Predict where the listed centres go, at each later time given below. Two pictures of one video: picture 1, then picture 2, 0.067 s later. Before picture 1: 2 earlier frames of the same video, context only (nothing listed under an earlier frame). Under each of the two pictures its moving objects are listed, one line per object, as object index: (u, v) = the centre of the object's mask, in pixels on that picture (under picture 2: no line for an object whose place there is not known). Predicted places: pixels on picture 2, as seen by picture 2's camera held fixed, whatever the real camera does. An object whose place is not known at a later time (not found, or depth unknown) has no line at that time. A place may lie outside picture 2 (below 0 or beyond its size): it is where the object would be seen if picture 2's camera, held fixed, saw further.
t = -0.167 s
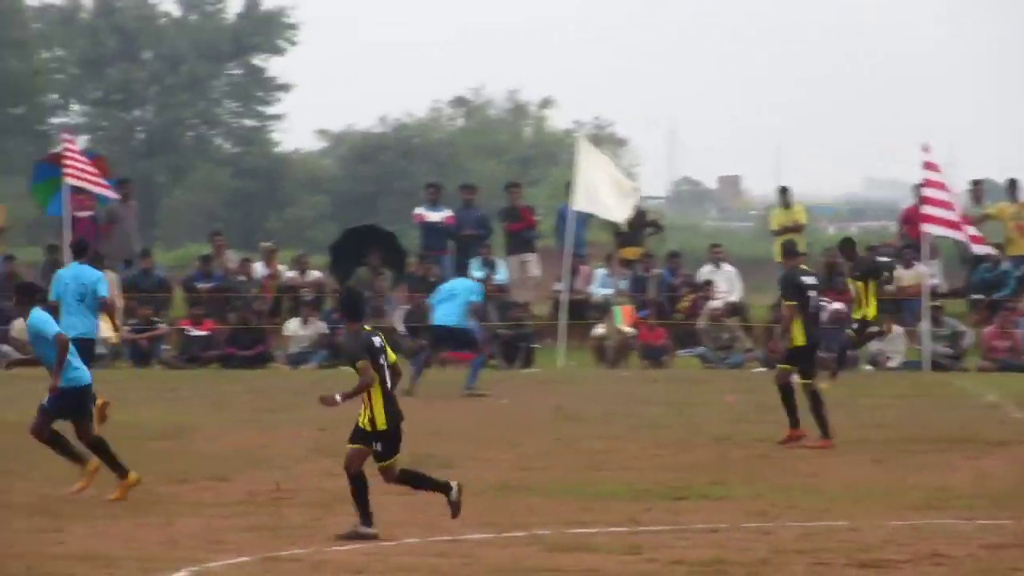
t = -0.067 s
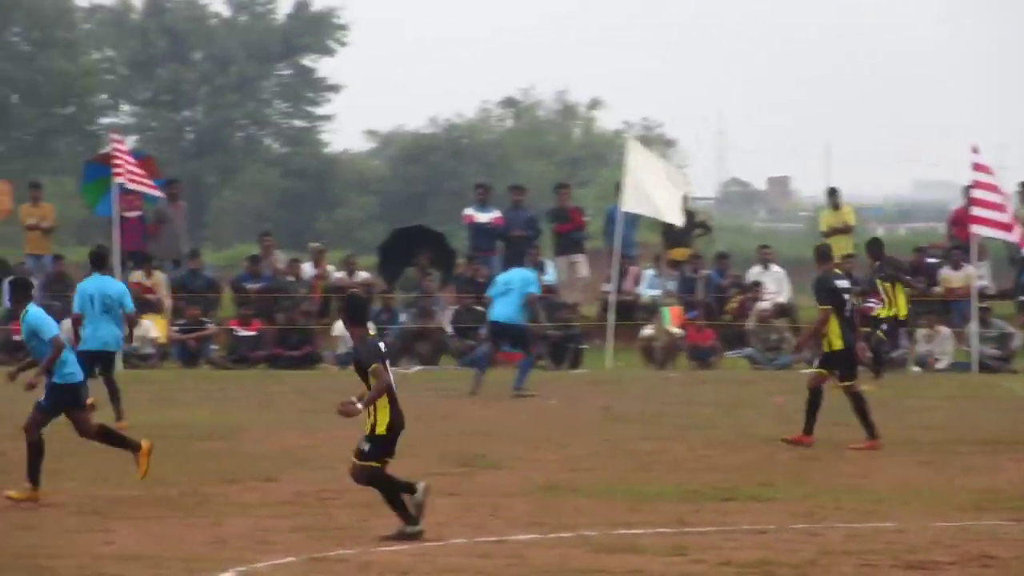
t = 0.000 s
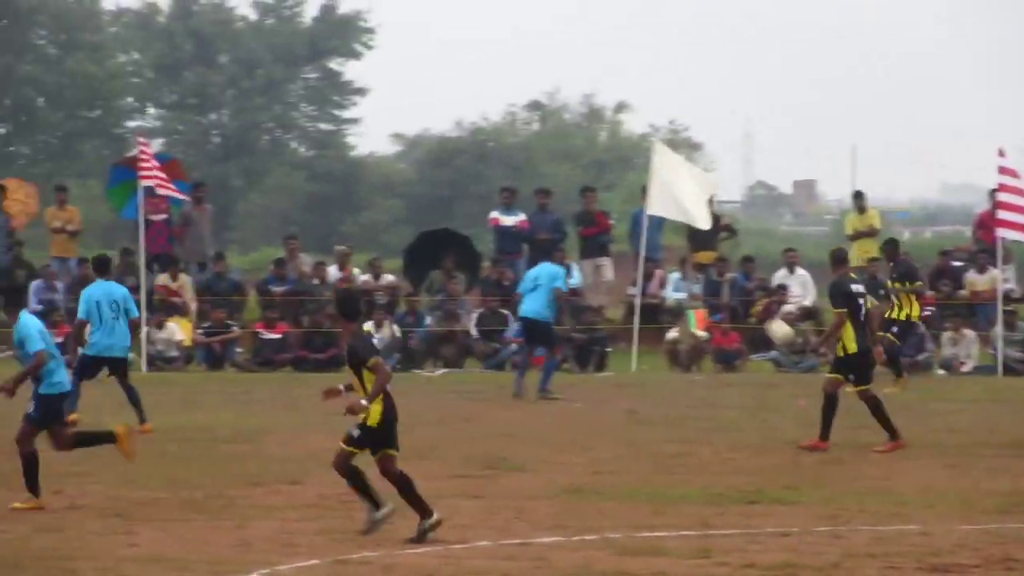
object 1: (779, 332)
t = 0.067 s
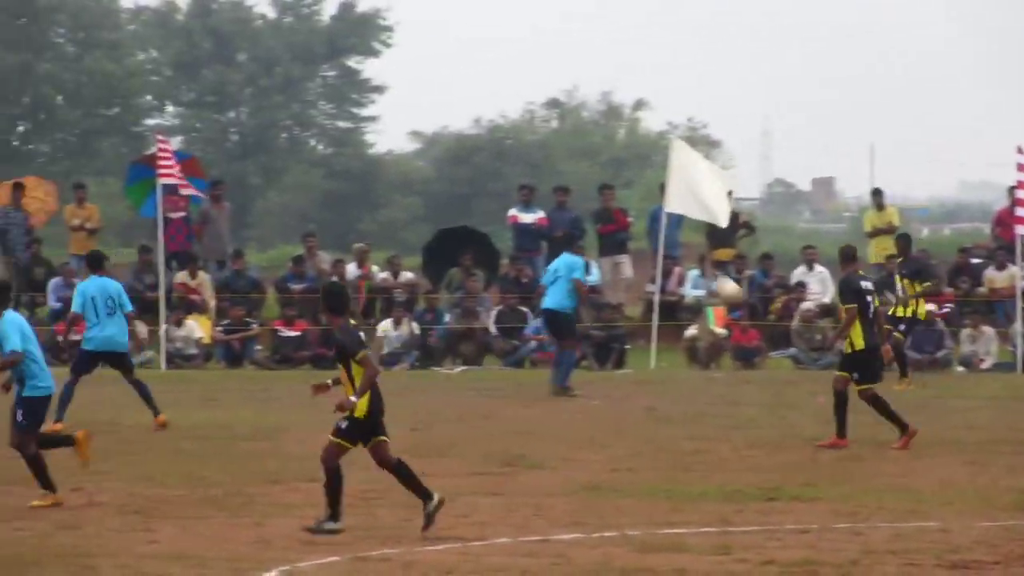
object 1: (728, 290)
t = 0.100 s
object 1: (692, 271)
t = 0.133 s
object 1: (656, 253)
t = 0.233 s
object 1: (551, 203)
